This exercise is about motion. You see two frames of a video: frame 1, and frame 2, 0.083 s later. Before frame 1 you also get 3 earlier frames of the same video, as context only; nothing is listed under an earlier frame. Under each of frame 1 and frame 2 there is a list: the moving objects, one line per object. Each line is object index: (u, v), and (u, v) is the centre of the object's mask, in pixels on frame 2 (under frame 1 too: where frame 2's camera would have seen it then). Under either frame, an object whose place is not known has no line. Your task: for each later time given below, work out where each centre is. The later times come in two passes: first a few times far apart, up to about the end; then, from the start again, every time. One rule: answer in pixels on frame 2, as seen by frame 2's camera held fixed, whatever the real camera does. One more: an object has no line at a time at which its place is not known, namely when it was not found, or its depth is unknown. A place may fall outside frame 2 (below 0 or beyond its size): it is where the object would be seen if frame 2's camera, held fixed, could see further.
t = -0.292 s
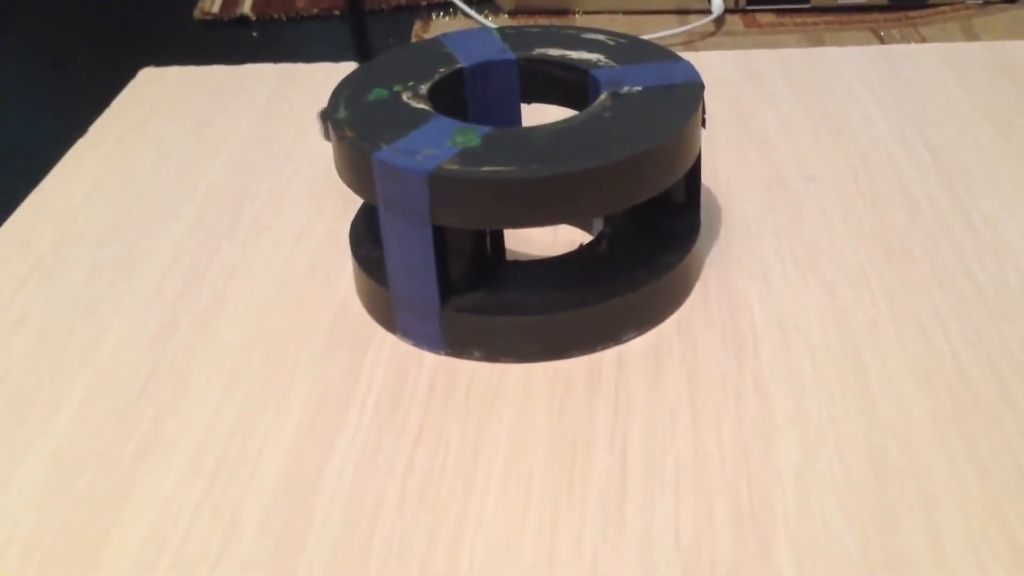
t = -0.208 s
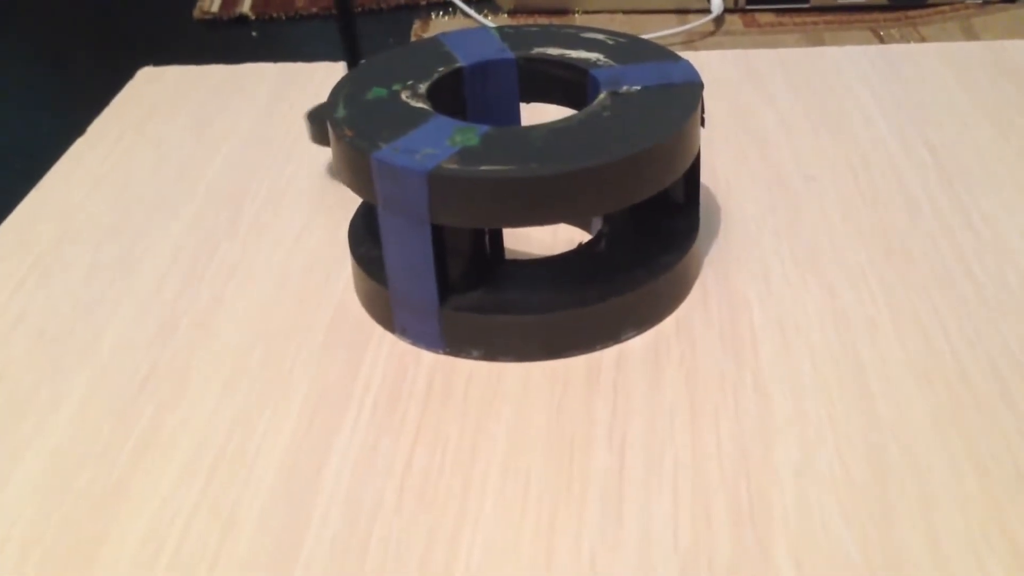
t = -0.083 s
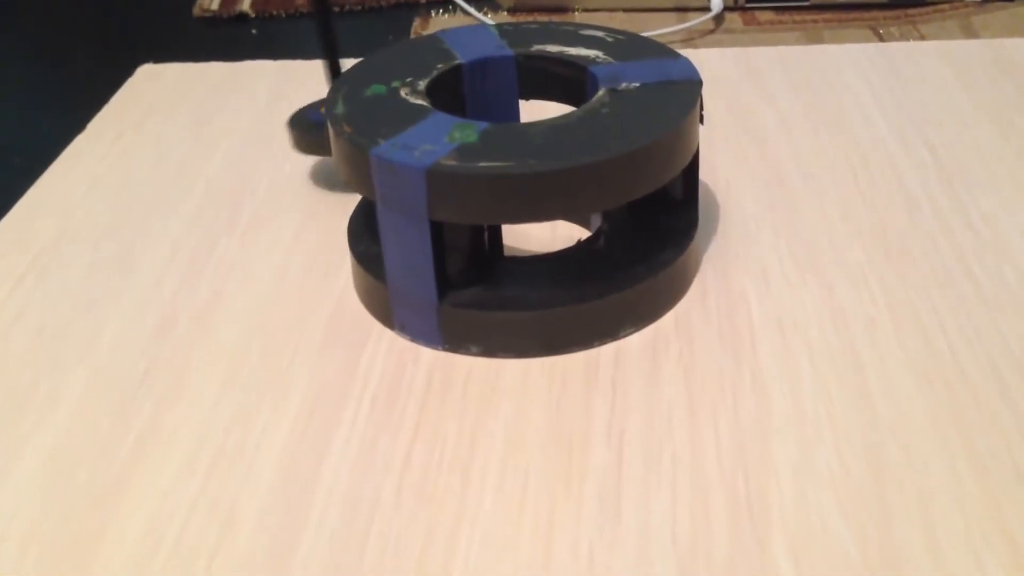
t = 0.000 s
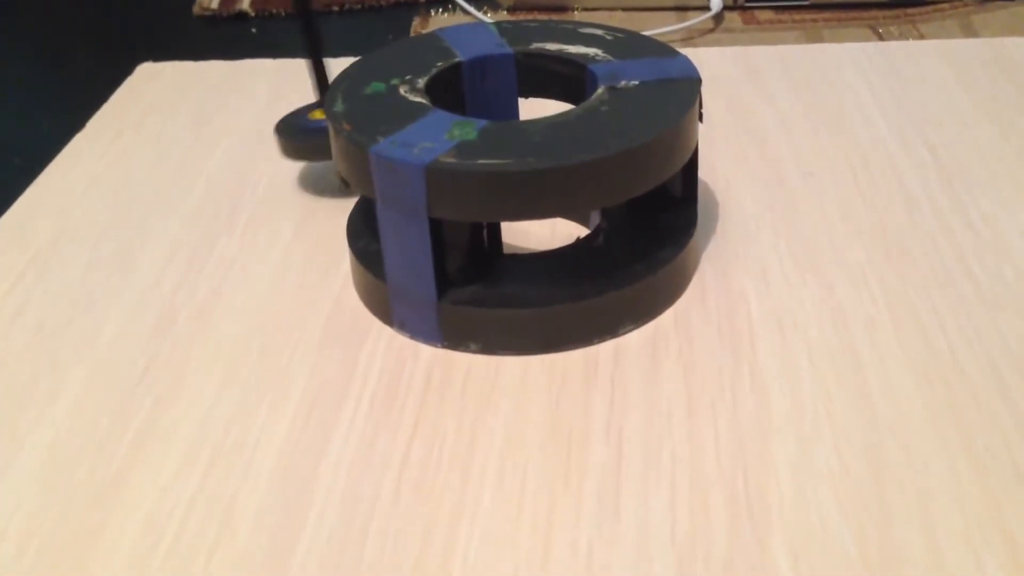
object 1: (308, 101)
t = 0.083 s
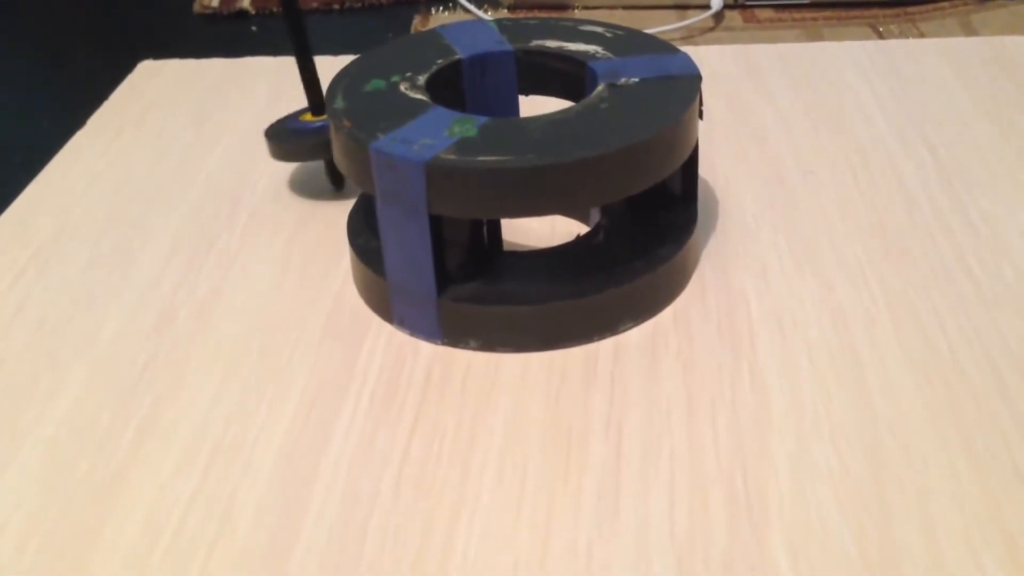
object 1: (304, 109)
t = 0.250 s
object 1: (287, 120)
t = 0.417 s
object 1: (276, 137)
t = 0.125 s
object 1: (303, 112)
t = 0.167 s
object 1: (297, 115)
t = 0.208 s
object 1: (293, 119)
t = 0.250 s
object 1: (287, 120)
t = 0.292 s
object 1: (284, 123)
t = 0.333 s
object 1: (283, 126)
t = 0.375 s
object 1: (280, 134)
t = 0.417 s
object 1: (276, 137)
